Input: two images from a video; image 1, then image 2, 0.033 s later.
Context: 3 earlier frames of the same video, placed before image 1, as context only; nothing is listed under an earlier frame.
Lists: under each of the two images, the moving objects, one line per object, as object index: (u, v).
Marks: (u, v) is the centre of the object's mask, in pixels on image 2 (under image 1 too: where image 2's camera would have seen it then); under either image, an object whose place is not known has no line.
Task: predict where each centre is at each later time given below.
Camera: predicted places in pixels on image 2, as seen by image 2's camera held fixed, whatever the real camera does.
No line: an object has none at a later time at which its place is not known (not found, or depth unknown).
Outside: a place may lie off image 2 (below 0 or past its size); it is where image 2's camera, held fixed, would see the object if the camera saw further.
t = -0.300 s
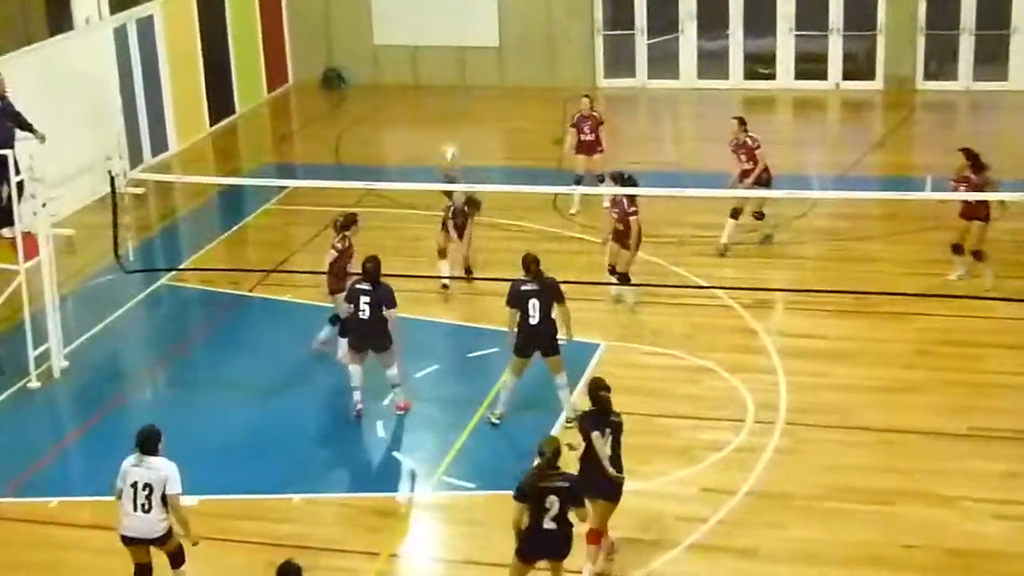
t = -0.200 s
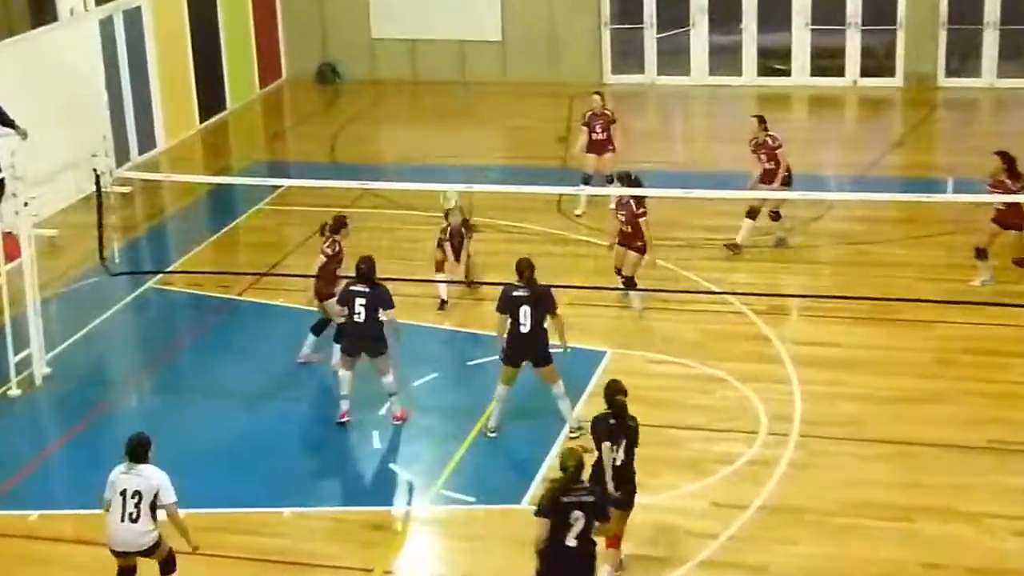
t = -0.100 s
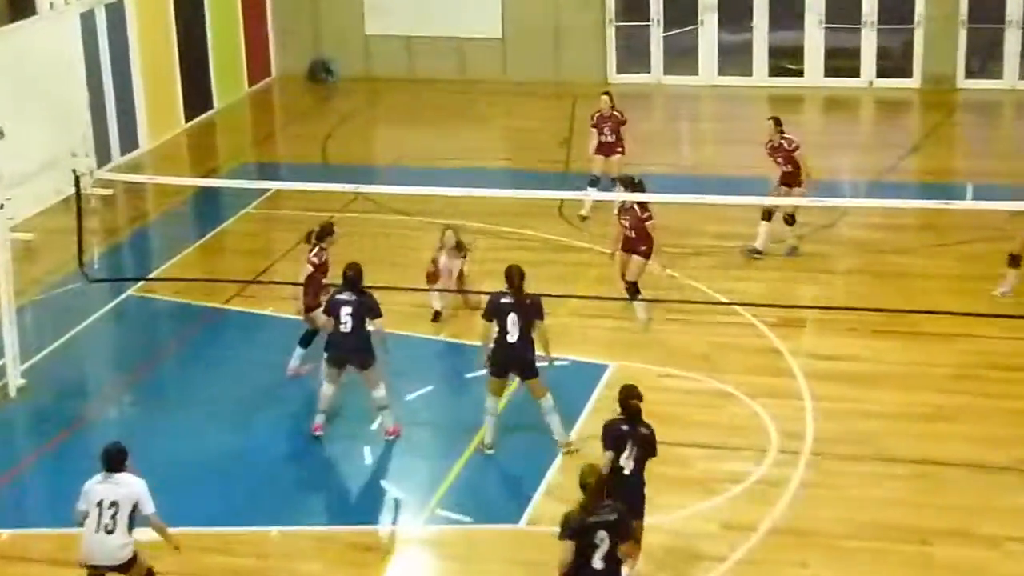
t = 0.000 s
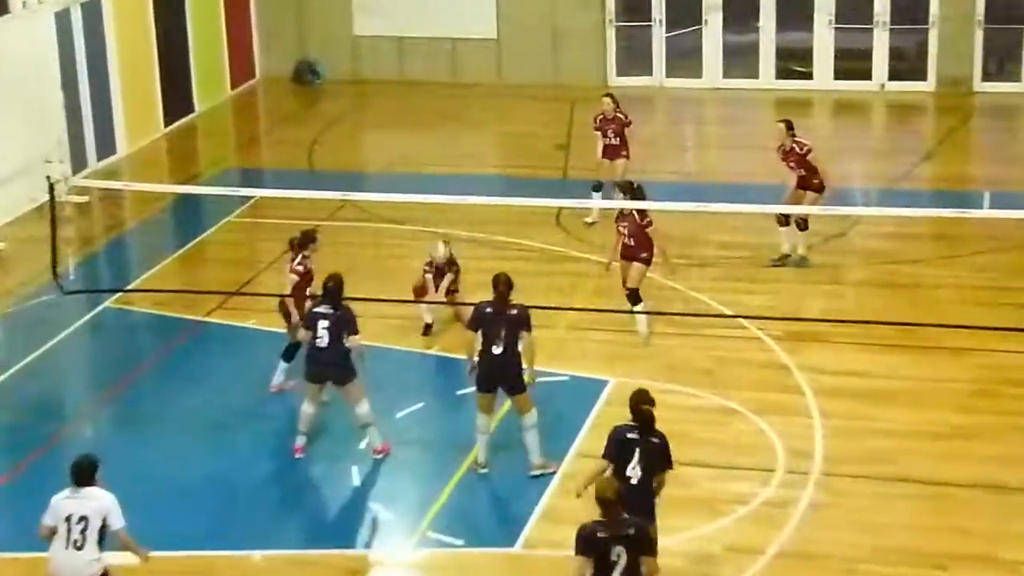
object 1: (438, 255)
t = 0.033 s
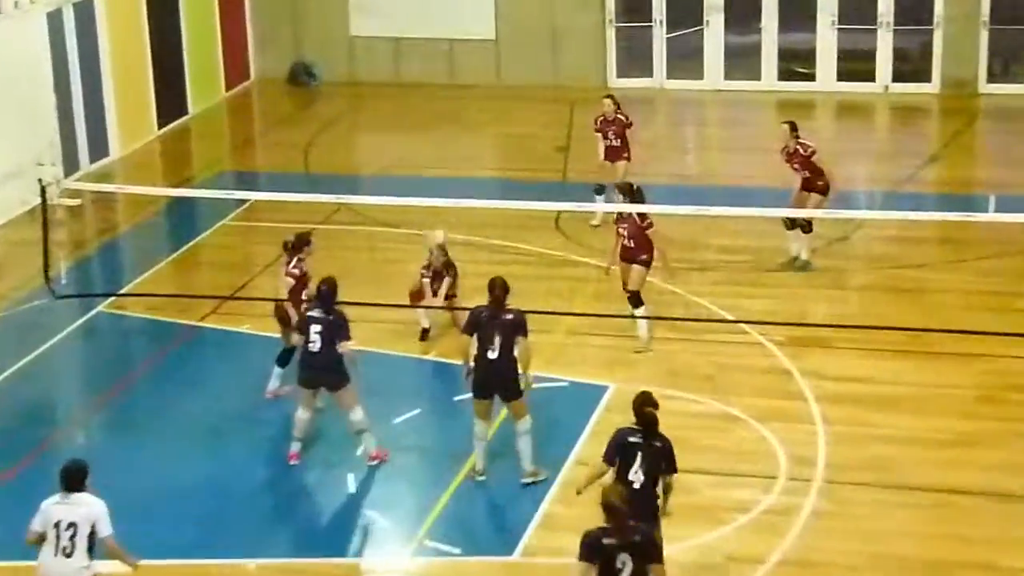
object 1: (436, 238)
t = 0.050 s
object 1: (438, 230)
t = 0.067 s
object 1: (438, 222)
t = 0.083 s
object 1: (436, 214)
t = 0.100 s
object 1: (436, 209)
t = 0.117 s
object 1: (437, 193)
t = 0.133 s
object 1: (436, 189)
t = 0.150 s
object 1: (435, 183)
